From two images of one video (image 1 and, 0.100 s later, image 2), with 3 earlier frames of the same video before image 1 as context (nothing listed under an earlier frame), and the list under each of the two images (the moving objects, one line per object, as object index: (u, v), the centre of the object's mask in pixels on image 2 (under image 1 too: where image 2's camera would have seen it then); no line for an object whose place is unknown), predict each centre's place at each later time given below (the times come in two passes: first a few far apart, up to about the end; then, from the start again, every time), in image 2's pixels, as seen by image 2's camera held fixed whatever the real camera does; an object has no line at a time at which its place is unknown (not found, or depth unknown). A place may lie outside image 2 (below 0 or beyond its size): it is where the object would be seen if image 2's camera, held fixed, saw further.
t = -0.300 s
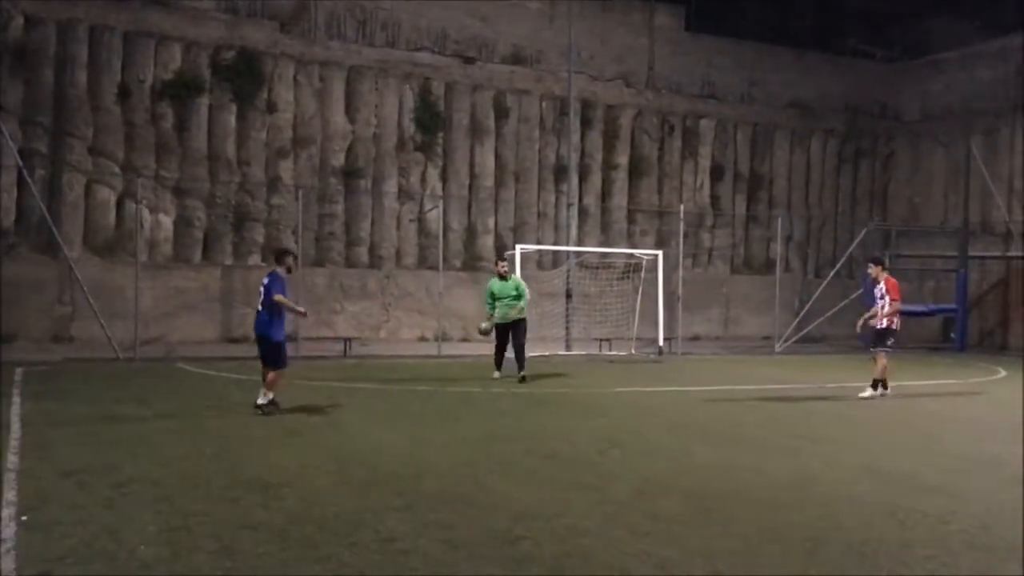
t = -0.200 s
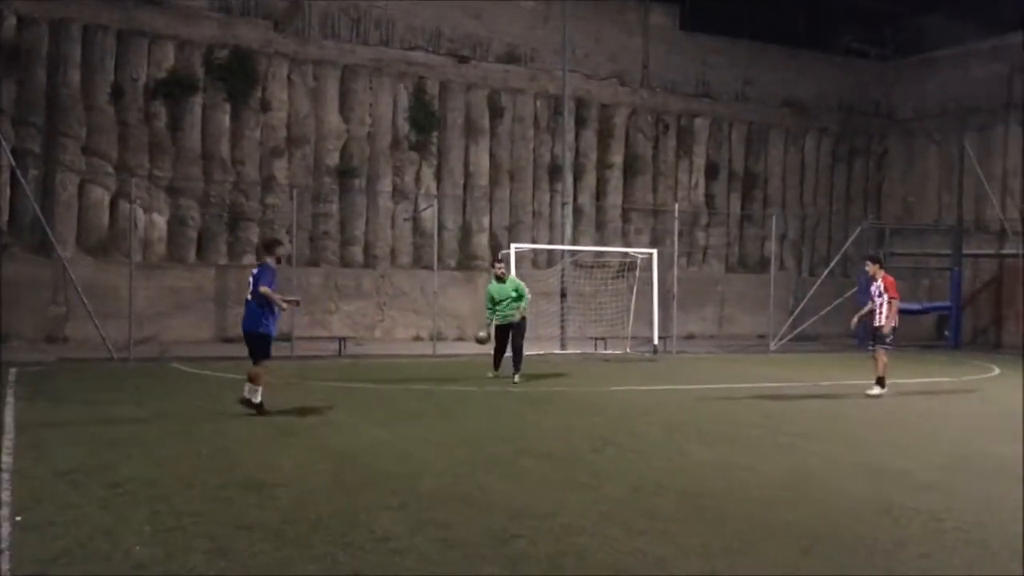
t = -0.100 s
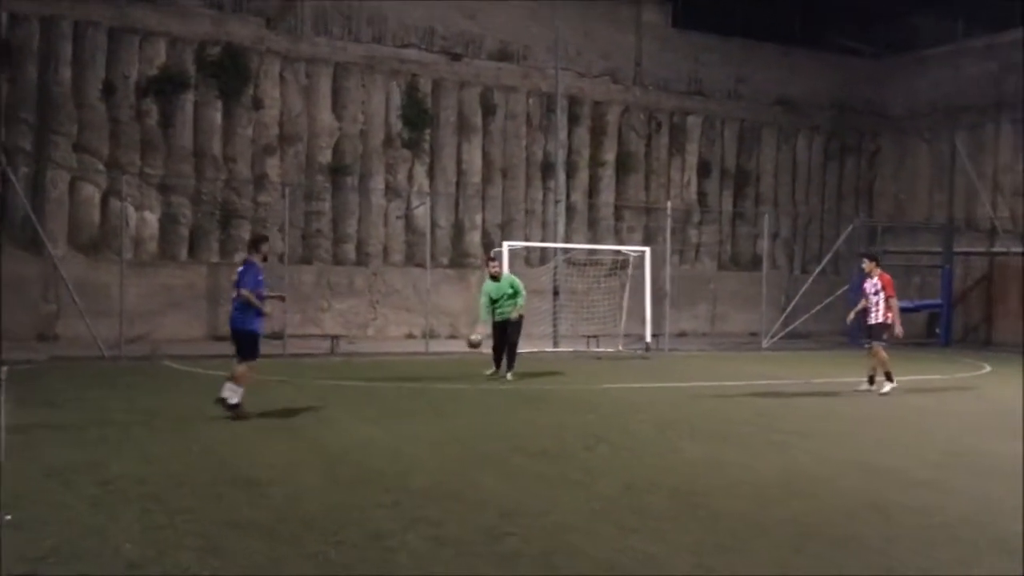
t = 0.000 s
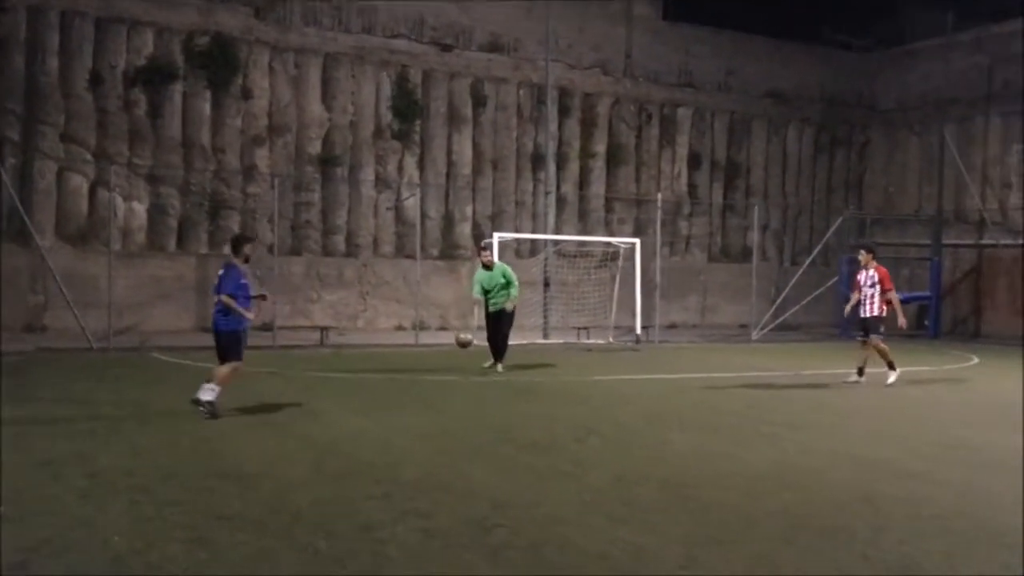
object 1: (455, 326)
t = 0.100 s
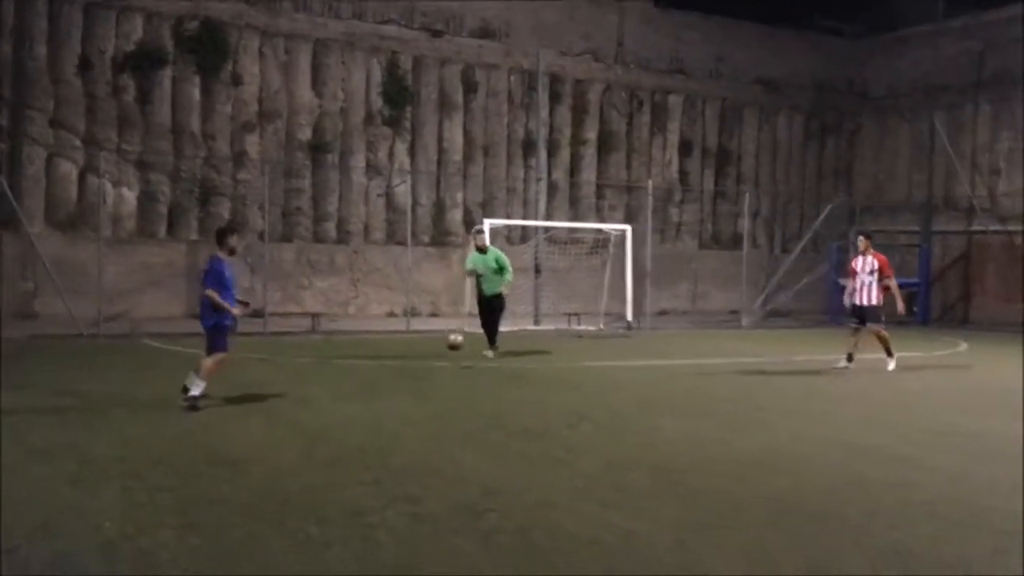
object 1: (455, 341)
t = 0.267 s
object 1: (451, 354)
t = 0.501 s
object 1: (441, 348)
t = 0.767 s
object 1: (430, 379)
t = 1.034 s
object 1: (416, 393)
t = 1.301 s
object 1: (395, 409)
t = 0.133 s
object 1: (454, 349)
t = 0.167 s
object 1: (453, 357)
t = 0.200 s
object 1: (452, 364)
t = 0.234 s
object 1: (452, 358)
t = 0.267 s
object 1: (451, 354)
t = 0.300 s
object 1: (450, 349)
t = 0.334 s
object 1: (448, 347)
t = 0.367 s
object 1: (448, 345)
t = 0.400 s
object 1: (447, 344)
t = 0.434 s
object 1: (445, 344)
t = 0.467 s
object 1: (444, 344)
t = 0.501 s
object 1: (441, 348)
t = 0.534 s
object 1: (440, 351)
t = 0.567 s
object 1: (439, 356)
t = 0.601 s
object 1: (437, 361)
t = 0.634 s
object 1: (436, 368)
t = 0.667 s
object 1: (434, 377)
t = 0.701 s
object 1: (432, 385)
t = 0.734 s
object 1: (431, 383)
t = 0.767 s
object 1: (430, 379)
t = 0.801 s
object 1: (428, 376)
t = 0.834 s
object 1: (426, 375)
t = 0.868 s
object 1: (424, 375)
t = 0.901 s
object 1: (423, 376)
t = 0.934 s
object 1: (421, 378)
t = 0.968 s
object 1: (419, 381)
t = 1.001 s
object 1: (417, 386)
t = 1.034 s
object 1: (416, 393)
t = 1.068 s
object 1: (413, 400)
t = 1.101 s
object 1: (411, 411)
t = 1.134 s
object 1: (408, 408)
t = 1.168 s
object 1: (406, 406)
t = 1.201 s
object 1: (403, 405)
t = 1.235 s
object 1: (400, 405)
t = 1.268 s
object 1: (398, 406)
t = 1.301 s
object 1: (395, 409)
